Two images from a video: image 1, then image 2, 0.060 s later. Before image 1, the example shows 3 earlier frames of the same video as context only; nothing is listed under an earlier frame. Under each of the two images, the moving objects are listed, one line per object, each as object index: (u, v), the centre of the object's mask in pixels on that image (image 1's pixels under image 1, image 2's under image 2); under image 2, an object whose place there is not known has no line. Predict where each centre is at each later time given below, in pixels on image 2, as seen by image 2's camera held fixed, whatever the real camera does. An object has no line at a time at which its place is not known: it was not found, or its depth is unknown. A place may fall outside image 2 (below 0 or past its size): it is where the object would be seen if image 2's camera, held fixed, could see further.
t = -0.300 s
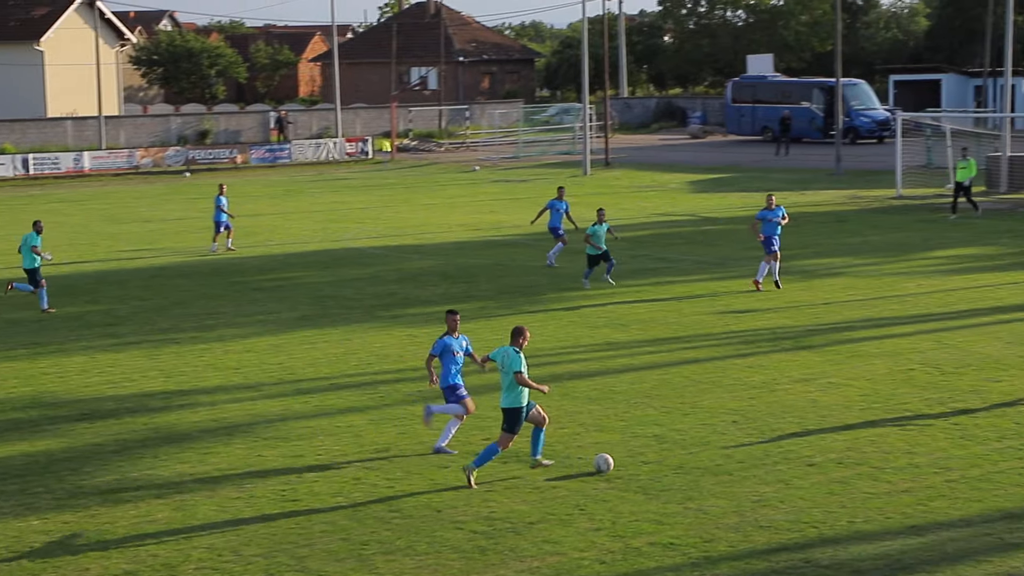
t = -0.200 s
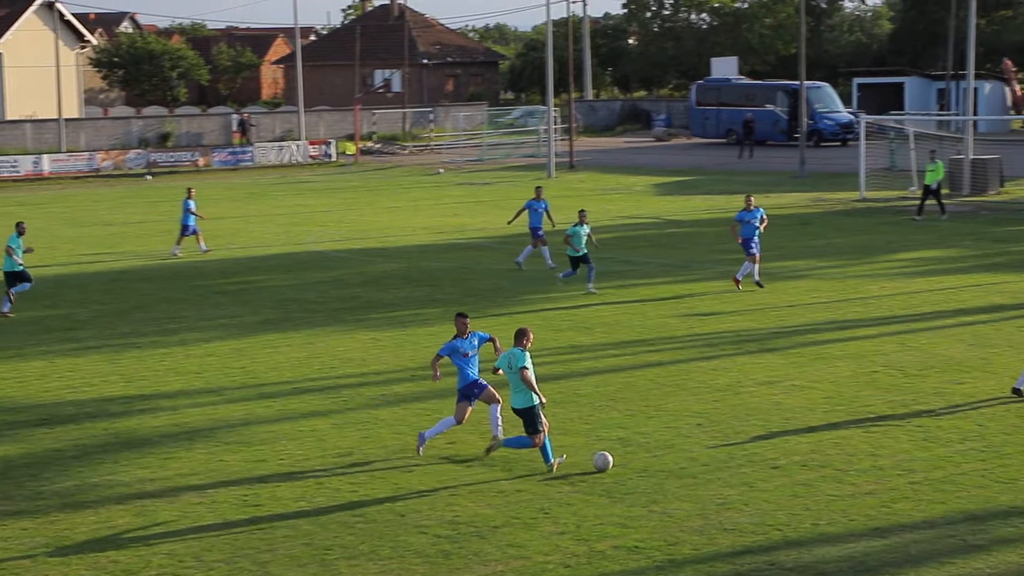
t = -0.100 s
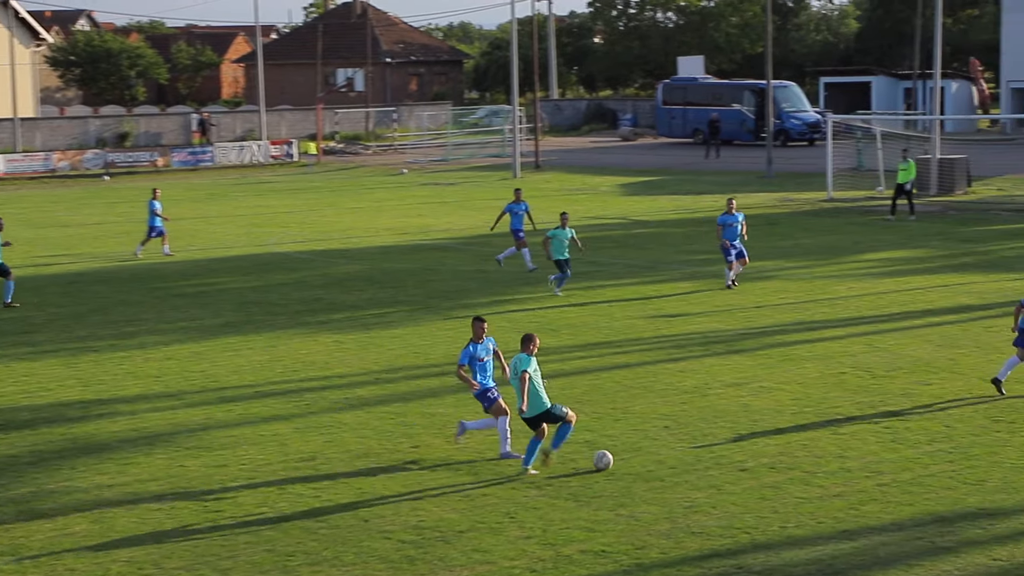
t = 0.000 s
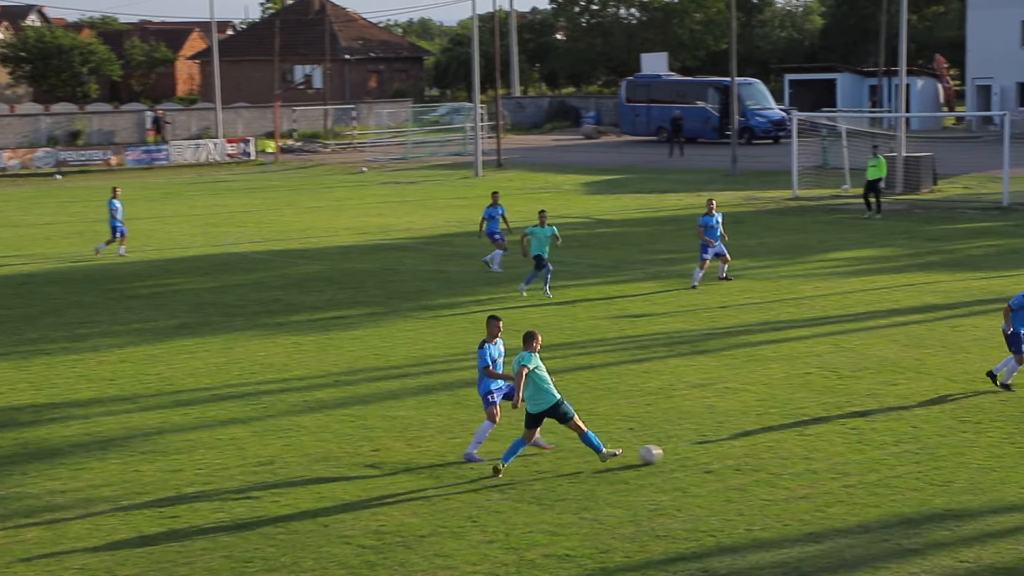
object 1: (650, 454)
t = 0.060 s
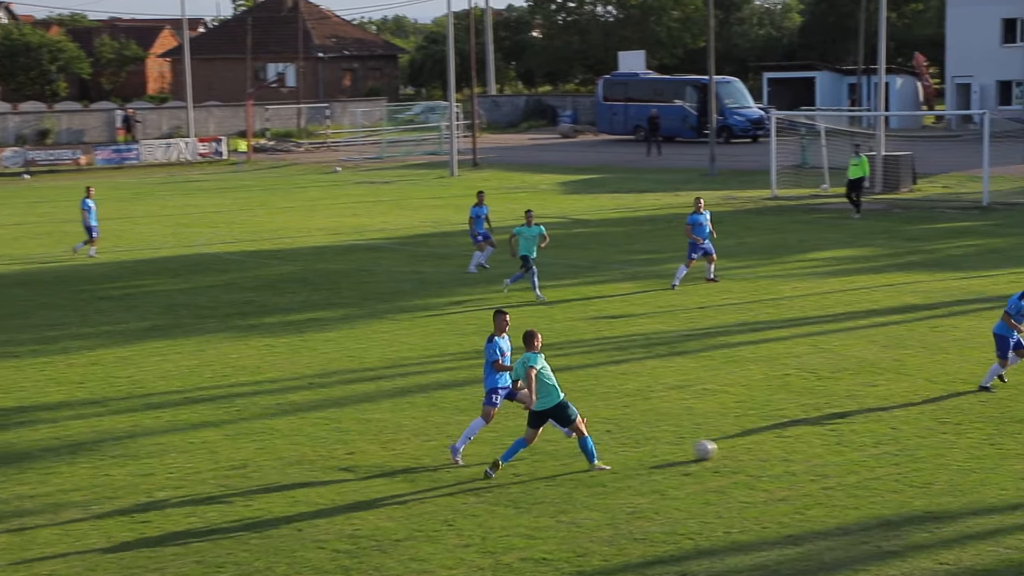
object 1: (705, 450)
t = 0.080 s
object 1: (730, 448)
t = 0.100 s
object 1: (754, 446)
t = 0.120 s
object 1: (778, 444)
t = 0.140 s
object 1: (802, 442)
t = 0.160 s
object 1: (825, 440)
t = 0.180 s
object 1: (847, 438)
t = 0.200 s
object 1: (871, 437)
